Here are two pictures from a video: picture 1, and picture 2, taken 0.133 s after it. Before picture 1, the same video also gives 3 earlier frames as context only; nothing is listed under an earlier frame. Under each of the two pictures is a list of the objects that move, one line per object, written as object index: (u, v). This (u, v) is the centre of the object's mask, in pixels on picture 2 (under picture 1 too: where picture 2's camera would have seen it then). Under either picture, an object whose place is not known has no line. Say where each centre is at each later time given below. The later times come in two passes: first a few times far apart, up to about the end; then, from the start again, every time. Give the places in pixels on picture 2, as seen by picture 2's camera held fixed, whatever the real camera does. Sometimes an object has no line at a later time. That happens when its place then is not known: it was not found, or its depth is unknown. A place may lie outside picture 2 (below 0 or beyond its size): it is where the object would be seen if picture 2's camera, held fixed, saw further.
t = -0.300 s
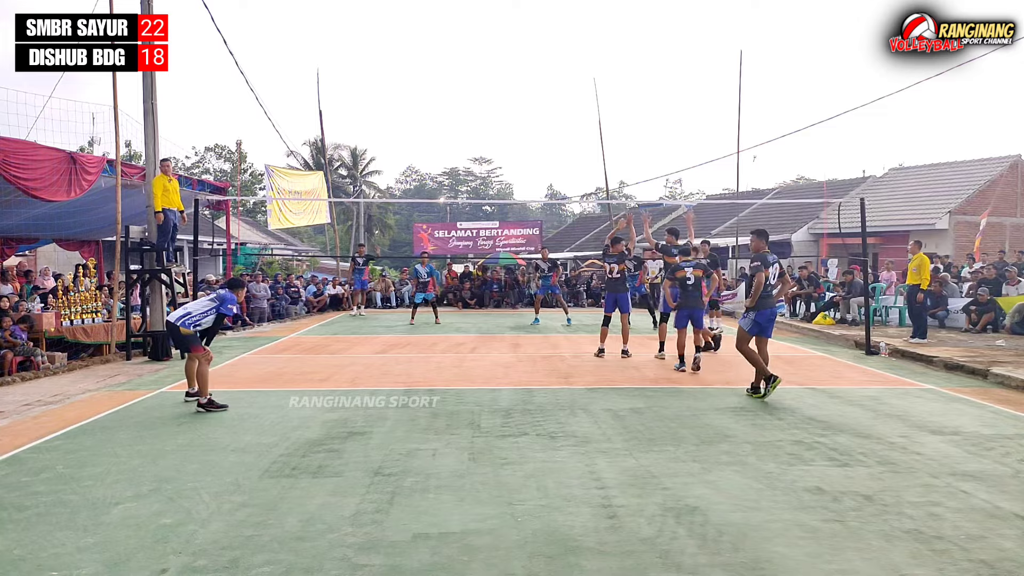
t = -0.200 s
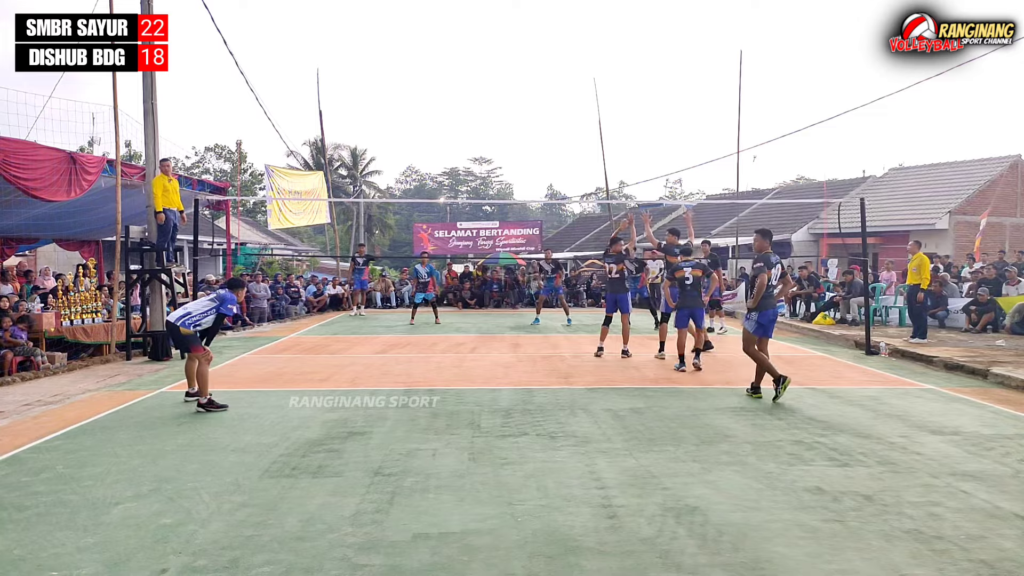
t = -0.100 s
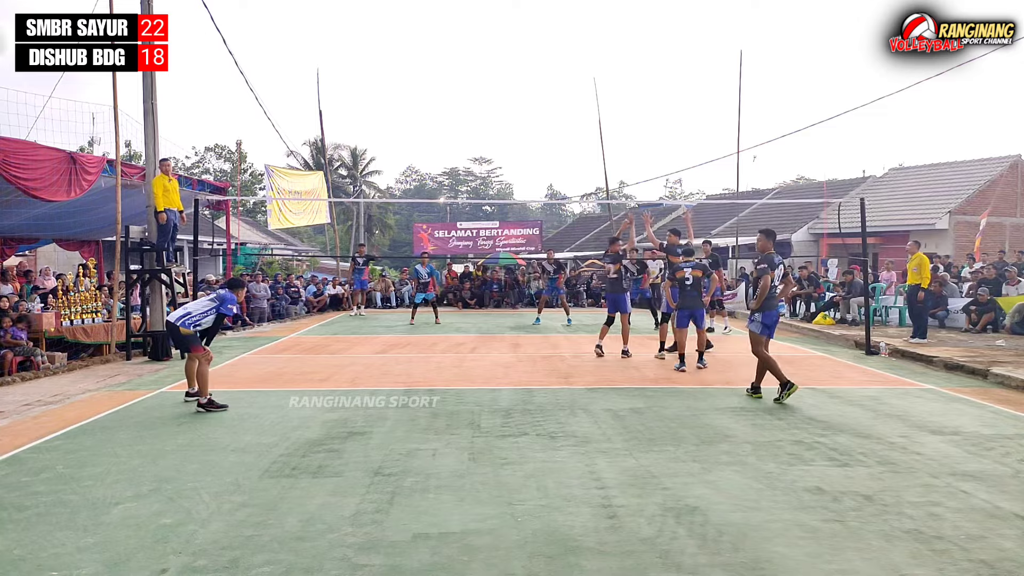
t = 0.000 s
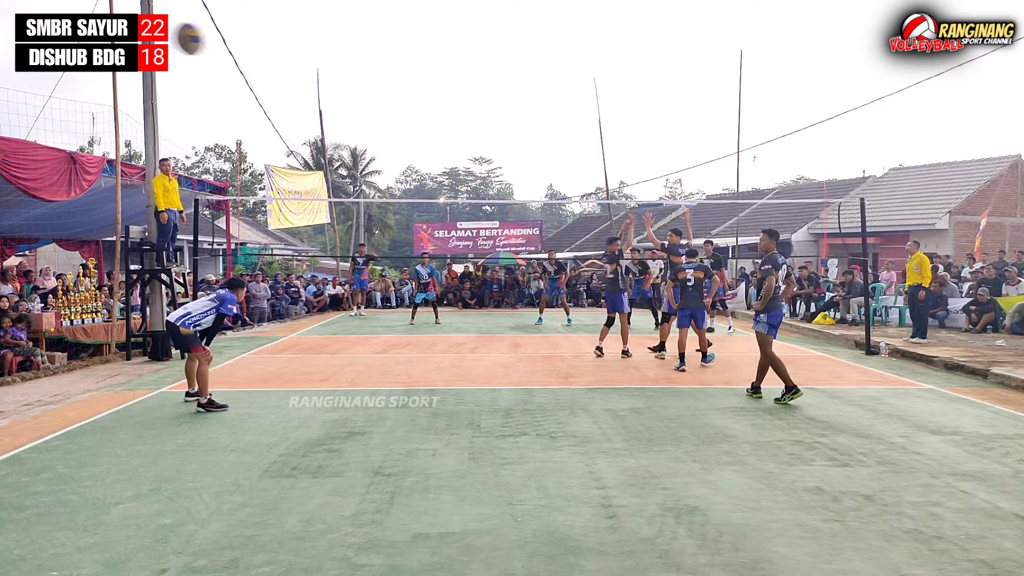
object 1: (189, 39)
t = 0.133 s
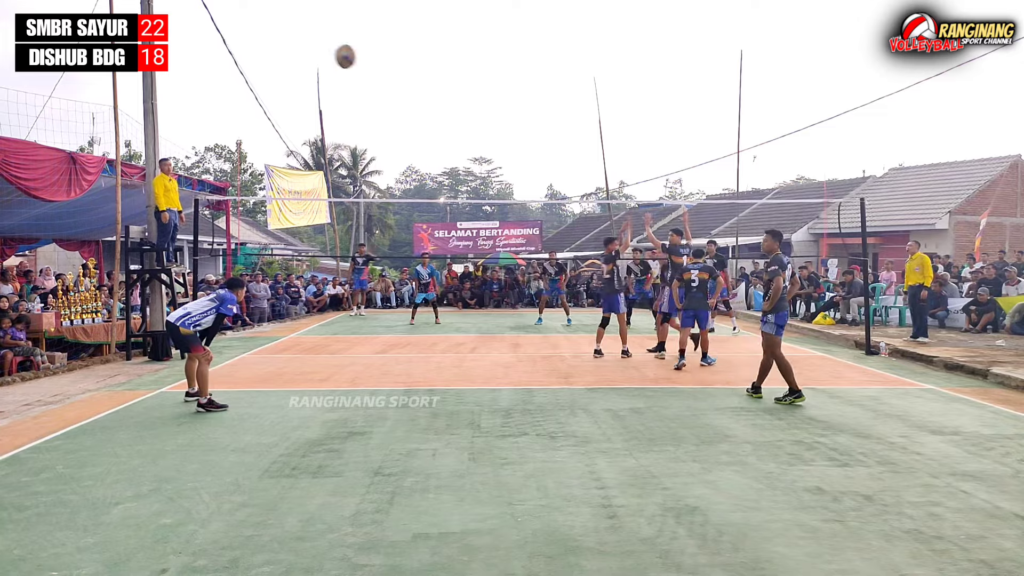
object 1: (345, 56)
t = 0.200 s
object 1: (394, 69)
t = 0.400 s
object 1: (488, 117)
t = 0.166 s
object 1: (371, 62)
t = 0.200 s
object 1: (394, 69)
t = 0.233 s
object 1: (414, 76)
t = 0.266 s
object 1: (432, 84)
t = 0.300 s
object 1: (448, 92)
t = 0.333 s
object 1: (463, 100)
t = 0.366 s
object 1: (476, 108)
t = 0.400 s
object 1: (488, 117)
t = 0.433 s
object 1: (499, 125)
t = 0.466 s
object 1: (509, 133)
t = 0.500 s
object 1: (519, 141)
